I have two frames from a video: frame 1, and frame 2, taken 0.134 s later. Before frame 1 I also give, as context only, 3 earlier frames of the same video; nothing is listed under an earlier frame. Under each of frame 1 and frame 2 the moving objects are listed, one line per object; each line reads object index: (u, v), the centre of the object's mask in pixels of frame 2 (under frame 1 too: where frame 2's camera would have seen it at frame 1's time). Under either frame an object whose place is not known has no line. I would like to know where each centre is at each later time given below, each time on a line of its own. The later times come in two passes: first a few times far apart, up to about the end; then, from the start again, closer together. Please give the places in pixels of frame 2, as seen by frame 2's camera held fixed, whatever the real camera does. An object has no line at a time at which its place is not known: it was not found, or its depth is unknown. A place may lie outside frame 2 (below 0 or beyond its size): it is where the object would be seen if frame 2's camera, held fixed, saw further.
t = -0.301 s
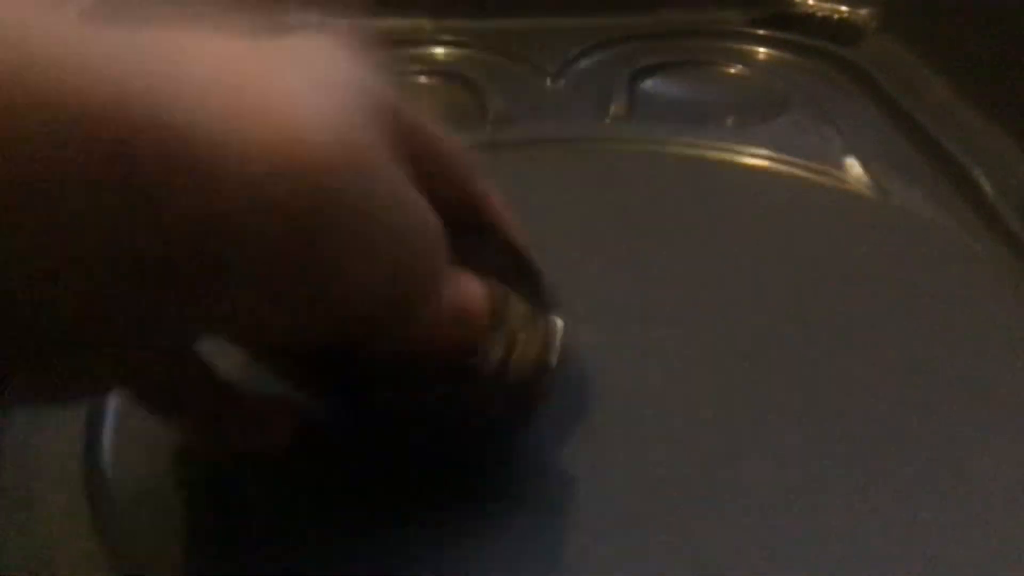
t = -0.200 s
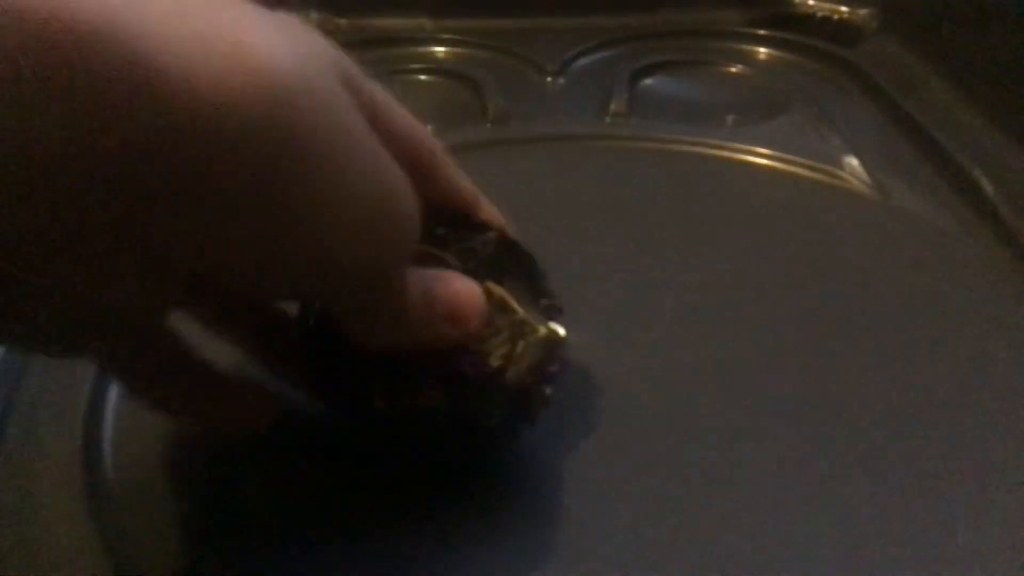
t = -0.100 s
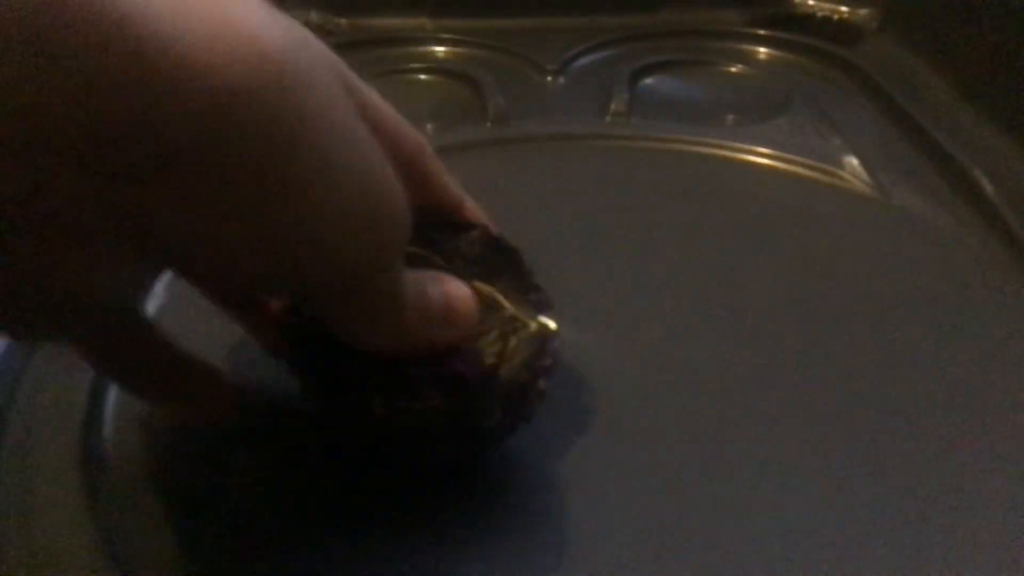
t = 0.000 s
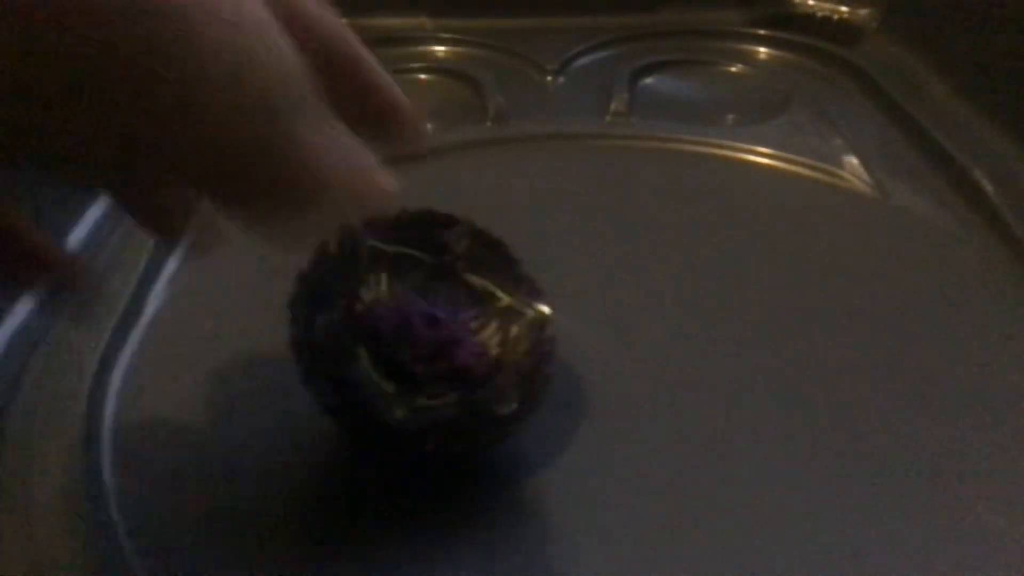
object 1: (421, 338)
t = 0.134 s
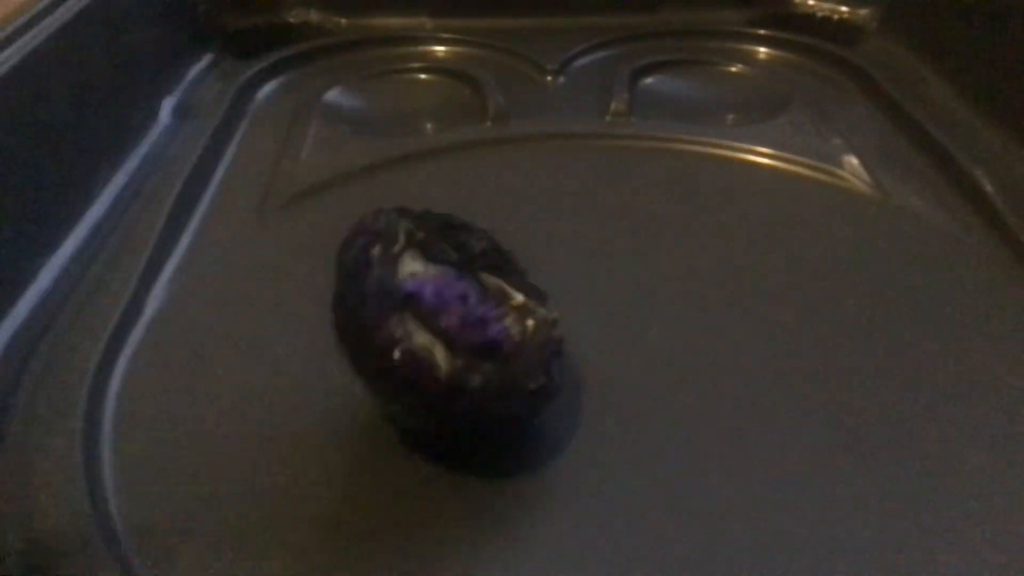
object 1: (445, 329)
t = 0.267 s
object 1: (434, 312)
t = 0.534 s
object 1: (437, 316)
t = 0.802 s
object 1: (443, 344)
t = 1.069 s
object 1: (461, 335)
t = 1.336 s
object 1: (434, 306)
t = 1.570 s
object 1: (456, 315)
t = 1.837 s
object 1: (444, 343)
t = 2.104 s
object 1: (463, 321)
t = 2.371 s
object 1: (438, 306)
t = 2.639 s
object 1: (462, 328)
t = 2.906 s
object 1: (452, 341)
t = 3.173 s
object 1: (450, 311)
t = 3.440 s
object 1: (451, 311)
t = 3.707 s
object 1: (455, 338)
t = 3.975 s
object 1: (464, 327)
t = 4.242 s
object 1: (445, 309)
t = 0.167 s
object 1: (445, 321)
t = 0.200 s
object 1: (443, 318)
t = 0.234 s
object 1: (439, 313)
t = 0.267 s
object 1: (434, 312)
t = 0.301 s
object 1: (430, 311)
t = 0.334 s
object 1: (427, 309)
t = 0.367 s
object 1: (424, 307)
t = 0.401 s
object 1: (424, 307)
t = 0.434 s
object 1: (426, 311)
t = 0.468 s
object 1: (427, 309)
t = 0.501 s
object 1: (431, 312)
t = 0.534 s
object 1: (437, 316)
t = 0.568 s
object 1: (443, 318)
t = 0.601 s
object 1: (451, 322)
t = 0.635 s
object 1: (453, 325)
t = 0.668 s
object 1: (456, 330)
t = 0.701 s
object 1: (455, 333)
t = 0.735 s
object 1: (452, 337)
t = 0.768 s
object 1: (448, 341)
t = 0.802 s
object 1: (443, 344)
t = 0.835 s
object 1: (440, 346)
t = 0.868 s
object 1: (438, 345)
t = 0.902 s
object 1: (438, 345)
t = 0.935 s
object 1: (440, 345)
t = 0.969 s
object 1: (444, 344)
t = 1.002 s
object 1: (449, 342)
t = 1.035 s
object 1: (456, 339)
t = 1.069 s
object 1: (461, 335)
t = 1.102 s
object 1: (464, 332)
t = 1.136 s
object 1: (461, 325)
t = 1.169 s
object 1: (458, 319)
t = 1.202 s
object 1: (451, 313)
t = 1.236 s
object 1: (446, 313)
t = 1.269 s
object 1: (440, 309)
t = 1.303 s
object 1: (437, 307)
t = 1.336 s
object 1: (434, 306)
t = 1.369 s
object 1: (433, 304)
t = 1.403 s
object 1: (433, 305)
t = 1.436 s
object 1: (436, 306)
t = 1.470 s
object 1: (441, 309)
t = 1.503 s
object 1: (445, 312)
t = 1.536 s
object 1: (451, 313)
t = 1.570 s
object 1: (456, 315)
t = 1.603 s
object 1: (460, 320)
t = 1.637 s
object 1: (463, 327)
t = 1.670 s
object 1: (461, 328)
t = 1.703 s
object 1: (458, 334)
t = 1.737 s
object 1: (454, 338)
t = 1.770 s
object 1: (450, 341)
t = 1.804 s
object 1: (446, 342)
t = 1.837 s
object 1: (444, 343)
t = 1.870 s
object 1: (443, 342)
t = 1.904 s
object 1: (445, 343)
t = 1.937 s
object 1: (449, 342)
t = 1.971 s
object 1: (453, 340)
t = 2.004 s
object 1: (458, 335)
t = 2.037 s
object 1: (462, 332)
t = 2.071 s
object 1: (463, 326)
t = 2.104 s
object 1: (463, 321)
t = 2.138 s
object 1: (459, 317)
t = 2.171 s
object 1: (455, 313)
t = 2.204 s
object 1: (451, 311)
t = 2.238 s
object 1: (446, 311)
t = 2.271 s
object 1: (442, 307)
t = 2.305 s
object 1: (438, 306)
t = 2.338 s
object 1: (438, 306)
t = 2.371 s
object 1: (438, 306)
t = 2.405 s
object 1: (440, 307)
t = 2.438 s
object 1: (443, 307)
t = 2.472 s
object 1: (448, 310)
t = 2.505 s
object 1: (453, 311)
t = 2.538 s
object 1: (457, 315)
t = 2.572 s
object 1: (462, 321)
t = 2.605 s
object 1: (464, 326)
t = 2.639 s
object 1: (462, 328)
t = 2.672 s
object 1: (459, 331)
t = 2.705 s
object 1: (456, 335)
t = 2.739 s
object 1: (452, 340)
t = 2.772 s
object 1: (450, 342)
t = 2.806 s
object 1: (448, 342)
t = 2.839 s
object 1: (448, 342)
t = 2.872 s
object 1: (449, 342)
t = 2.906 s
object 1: (452, 341)
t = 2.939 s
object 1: (457, 338)
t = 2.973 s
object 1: (460, 334)
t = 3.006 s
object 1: (463, 333)
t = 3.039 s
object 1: (464, 329)
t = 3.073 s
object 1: (463, 323)
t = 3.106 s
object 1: (460, 322)
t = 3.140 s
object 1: (454, 314)
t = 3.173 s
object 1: (450, 311)
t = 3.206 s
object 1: (448, 311)
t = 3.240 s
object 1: (445, 310)
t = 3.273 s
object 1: (443, 308)
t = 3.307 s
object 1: (442, 308)
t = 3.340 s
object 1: (442, 308)
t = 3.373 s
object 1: (444, 308)
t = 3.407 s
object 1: (447, 310)
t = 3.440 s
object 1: (451, 311)
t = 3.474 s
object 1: (454, 312)
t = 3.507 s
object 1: (459, 316)
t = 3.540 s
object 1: (461, 317)
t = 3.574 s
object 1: (464, 326)
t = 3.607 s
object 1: (462, 326)
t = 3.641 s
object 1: (461, 332)
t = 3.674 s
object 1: (458, 335)
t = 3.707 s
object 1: (455, 338)
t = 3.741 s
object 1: (452, 340)
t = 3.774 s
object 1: (451, 341)
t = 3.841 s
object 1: (453, 340)
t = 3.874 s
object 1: (455, 337)
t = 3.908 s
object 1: (459, 335)
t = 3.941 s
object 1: (462, 333)
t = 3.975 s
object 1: (464, 327)
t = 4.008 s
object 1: (465, 325)
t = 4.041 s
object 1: (462, 320)
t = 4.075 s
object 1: (459, 318)
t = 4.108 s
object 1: (457, 314)
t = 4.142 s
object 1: (452, 311)
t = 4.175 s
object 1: (449, 311)
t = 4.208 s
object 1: (446, 310)
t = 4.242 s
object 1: (445, 309)
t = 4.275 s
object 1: (444, 309)
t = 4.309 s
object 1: (445, 309)
